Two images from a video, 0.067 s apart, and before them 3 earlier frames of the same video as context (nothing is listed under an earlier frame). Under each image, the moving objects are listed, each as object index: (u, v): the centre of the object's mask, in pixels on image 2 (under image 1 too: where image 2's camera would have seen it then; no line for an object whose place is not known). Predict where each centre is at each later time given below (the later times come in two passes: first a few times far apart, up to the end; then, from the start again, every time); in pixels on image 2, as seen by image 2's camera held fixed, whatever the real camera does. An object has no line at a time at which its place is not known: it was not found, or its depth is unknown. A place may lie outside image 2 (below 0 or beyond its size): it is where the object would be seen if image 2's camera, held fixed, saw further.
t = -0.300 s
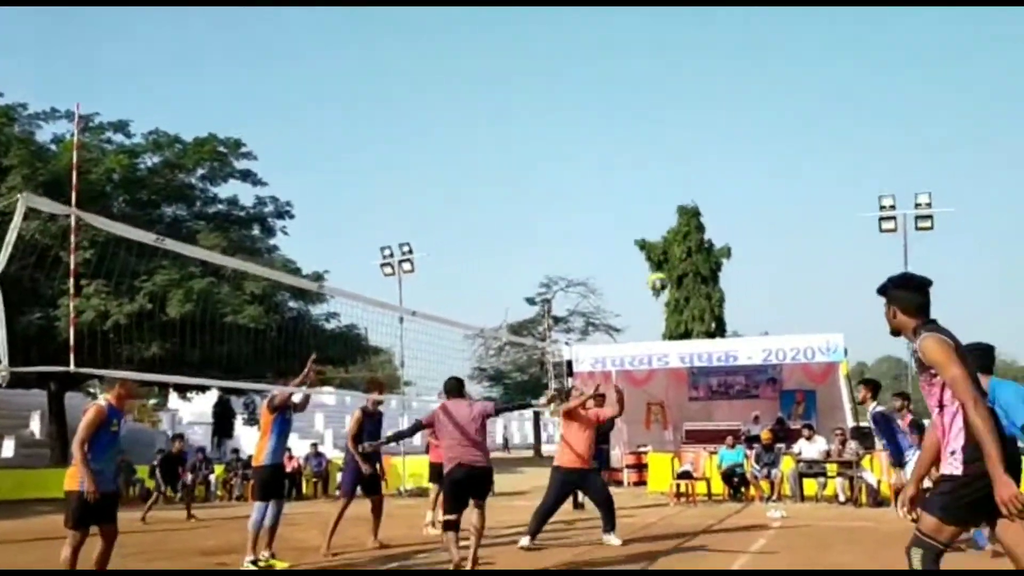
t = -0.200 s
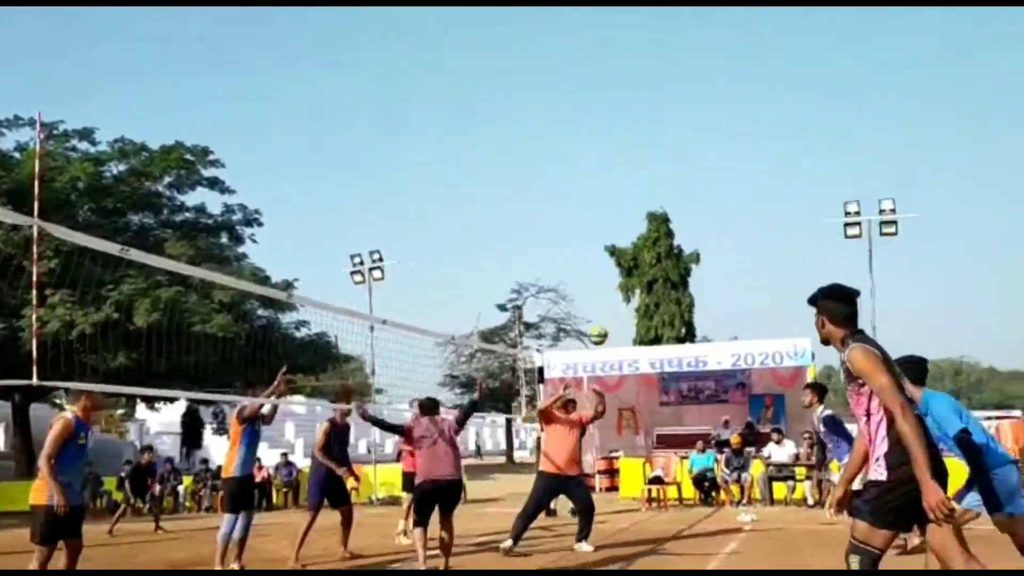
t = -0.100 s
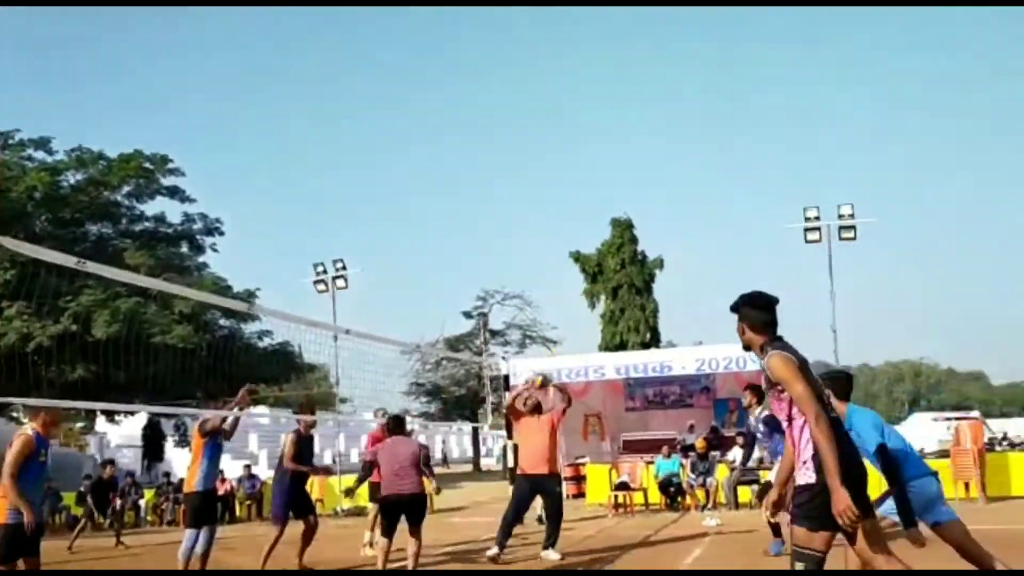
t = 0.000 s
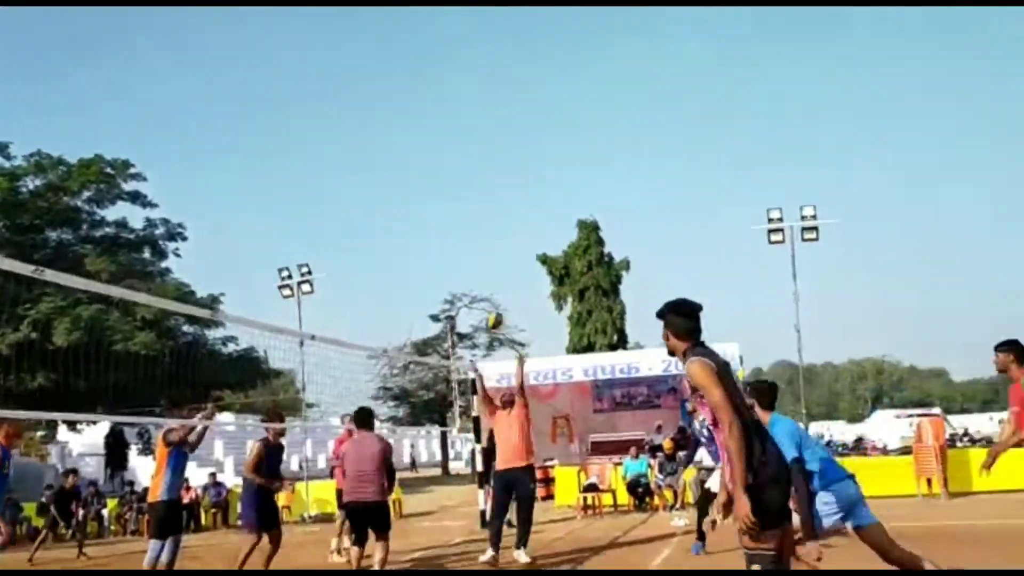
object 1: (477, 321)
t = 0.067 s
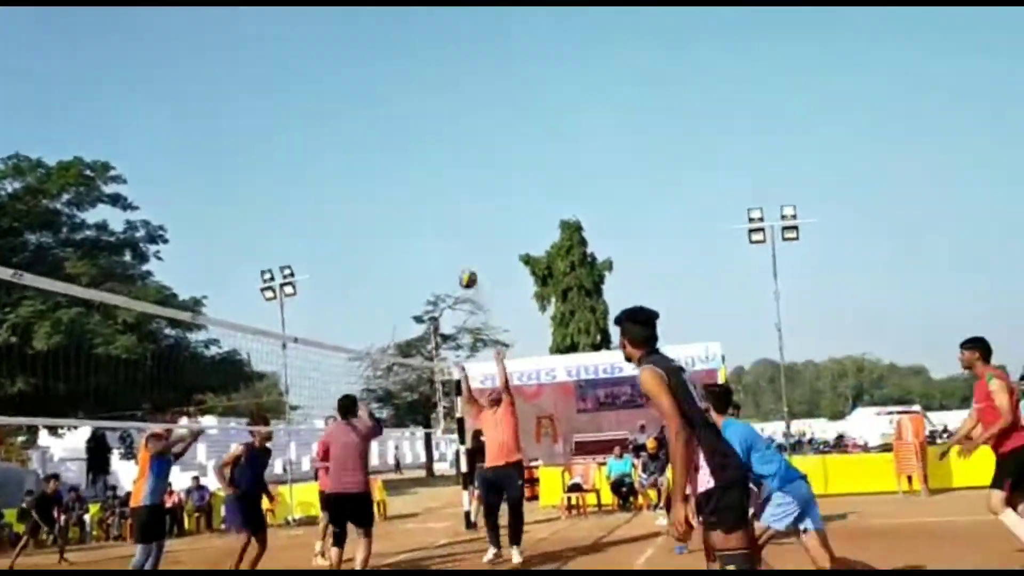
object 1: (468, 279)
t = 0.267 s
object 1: (443, 177)
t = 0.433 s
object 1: (425, 115)
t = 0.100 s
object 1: (464, 259)
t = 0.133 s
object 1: (459, 241)
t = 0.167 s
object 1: (455, 224)
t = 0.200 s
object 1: (451, 207)
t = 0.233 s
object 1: (448, 192)
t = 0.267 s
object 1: (443, 177)
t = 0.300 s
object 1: (440, 163)
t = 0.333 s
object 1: (436, 150)
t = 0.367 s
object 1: (432, 137)
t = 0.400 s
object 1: (428, 126)
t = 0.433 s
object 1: (425, 115)
